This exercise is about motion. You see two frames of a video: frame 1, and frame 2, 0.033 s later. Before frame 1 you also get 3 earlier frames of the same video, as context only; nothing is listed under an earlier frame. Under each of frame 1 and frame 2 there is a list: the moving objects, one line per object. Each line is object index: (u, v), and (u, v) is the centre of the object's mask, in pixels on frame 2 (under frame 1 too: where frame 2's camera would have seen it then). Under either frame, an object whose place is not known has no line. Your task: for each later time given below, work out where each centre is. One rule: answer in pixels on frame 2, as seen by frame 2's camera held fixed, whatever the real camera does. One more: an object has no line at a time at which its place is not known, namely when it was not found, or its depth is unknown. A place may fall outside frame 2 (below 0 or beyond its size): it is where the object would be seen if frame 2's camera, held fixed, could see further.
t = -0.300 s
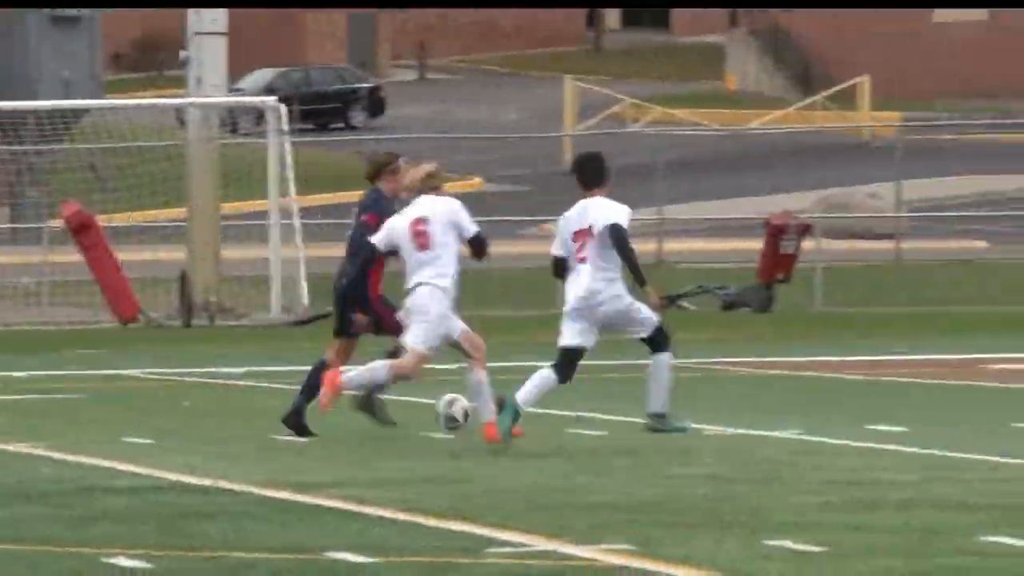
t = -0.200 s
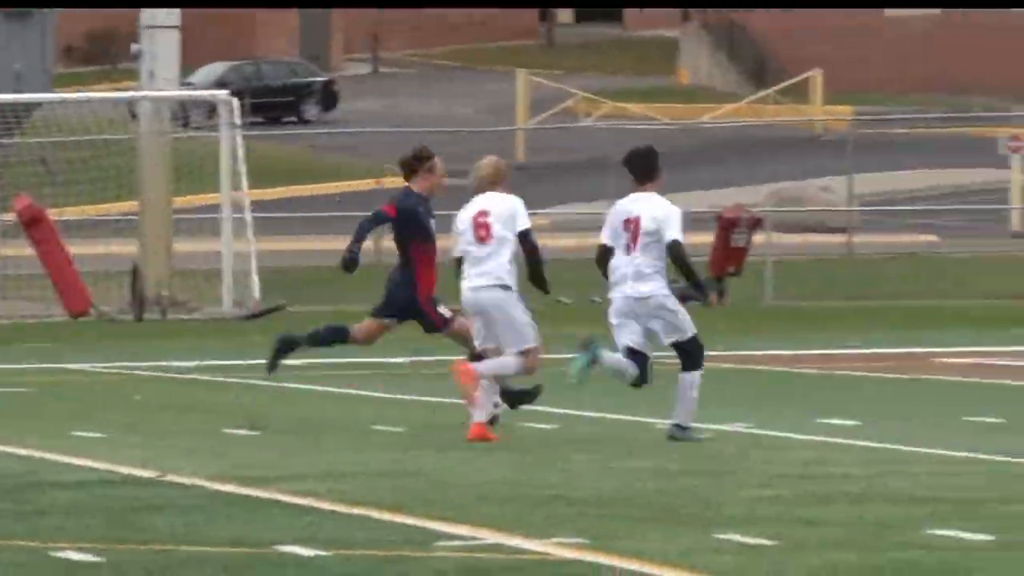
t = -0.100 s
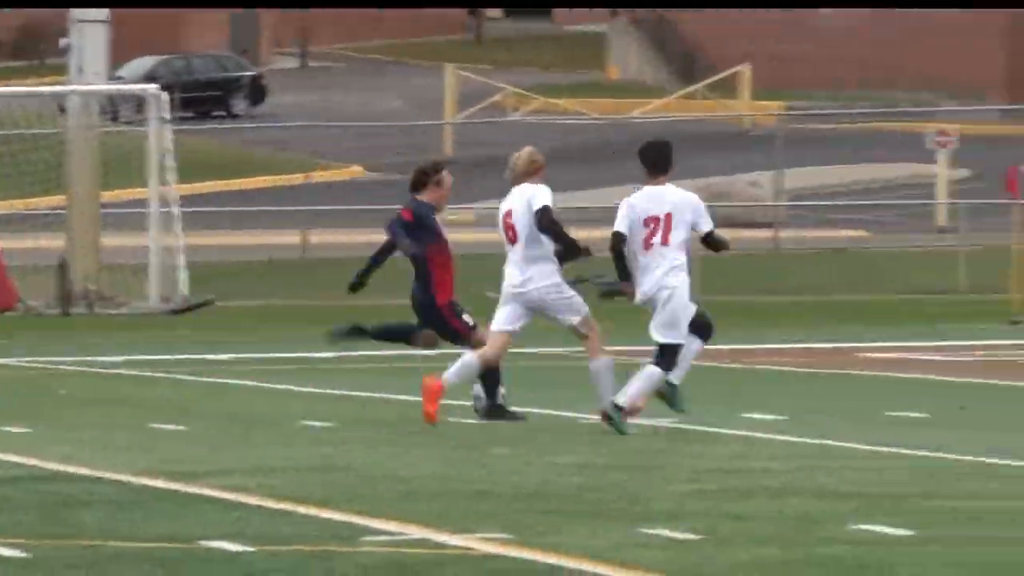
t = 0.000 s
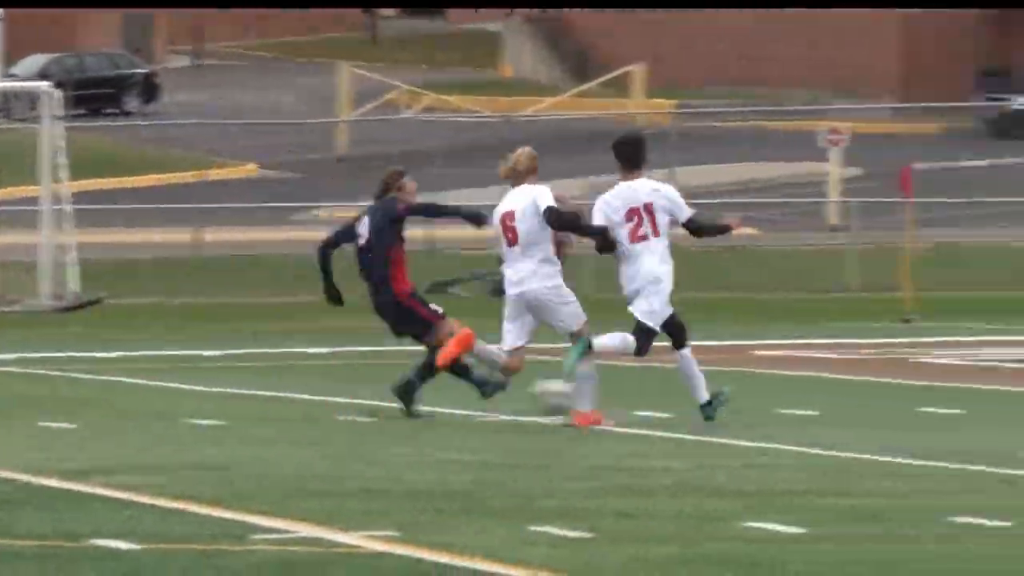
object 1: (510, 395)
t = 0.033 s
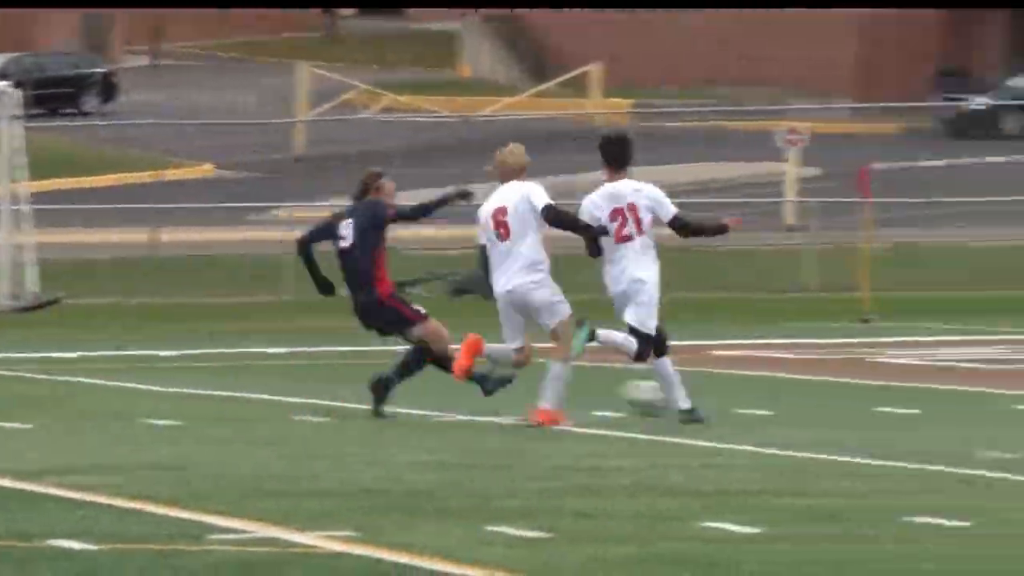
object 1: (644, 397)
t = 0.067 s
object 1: (775, 394)
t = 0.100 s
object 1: (905, 394)
